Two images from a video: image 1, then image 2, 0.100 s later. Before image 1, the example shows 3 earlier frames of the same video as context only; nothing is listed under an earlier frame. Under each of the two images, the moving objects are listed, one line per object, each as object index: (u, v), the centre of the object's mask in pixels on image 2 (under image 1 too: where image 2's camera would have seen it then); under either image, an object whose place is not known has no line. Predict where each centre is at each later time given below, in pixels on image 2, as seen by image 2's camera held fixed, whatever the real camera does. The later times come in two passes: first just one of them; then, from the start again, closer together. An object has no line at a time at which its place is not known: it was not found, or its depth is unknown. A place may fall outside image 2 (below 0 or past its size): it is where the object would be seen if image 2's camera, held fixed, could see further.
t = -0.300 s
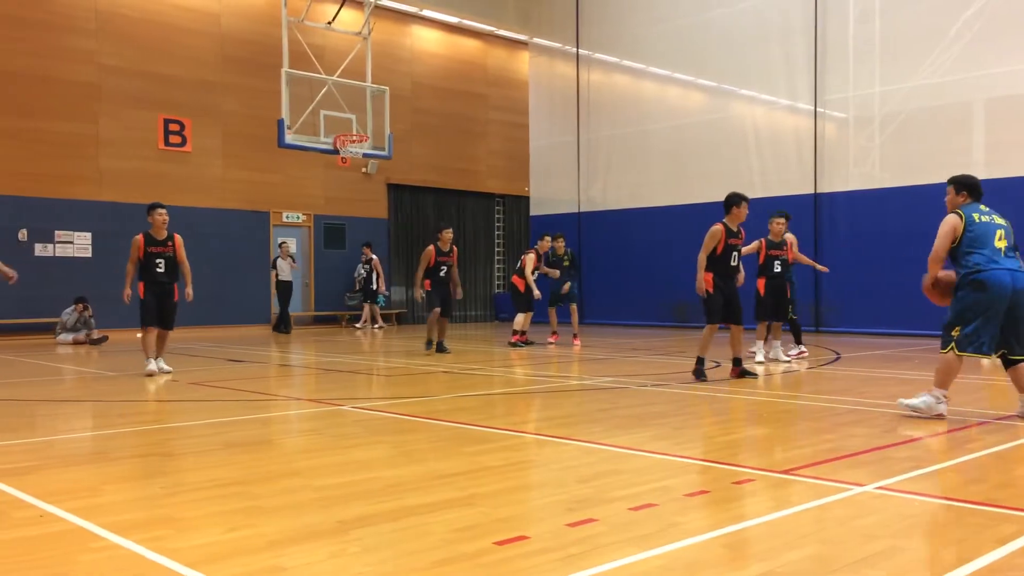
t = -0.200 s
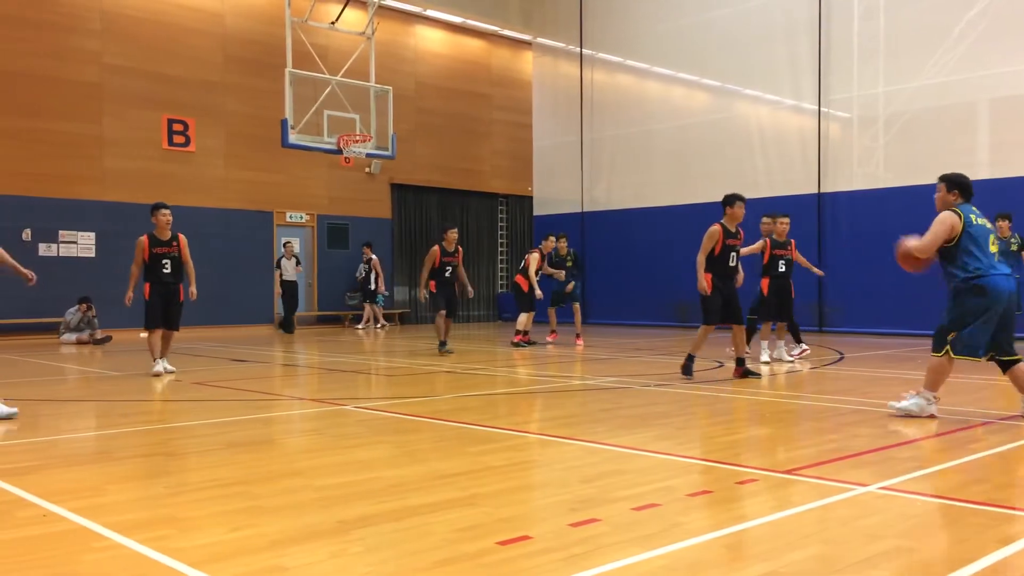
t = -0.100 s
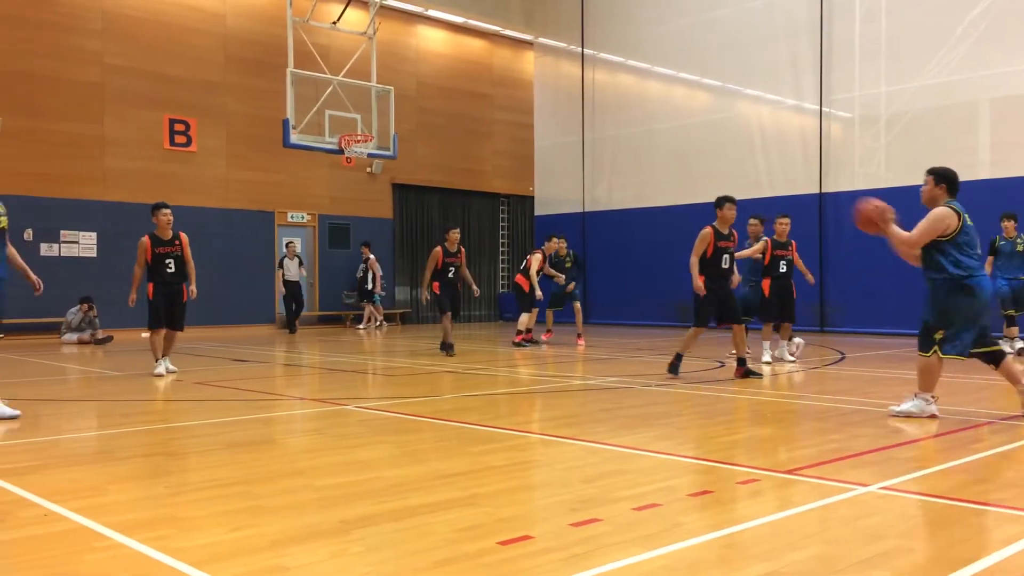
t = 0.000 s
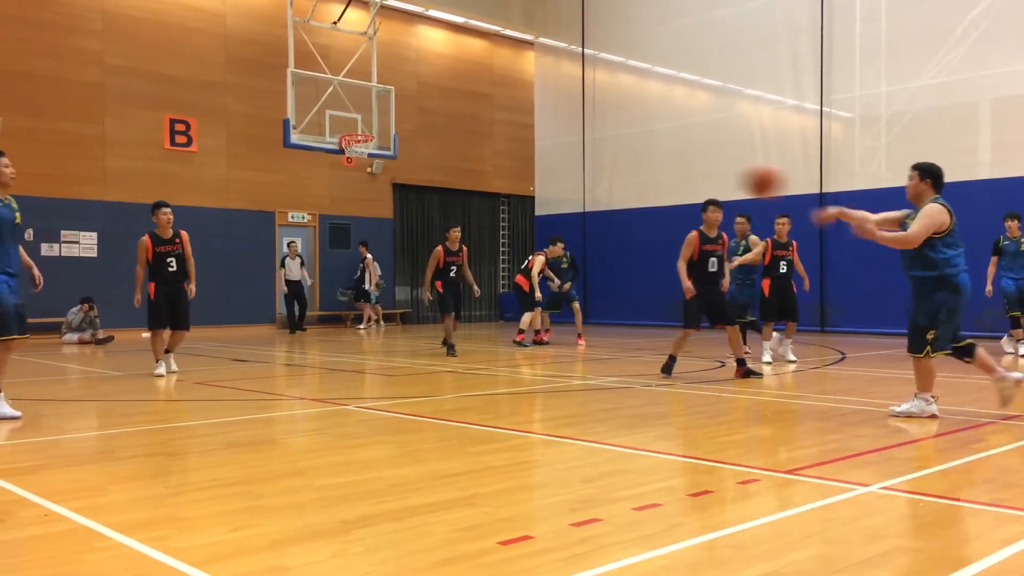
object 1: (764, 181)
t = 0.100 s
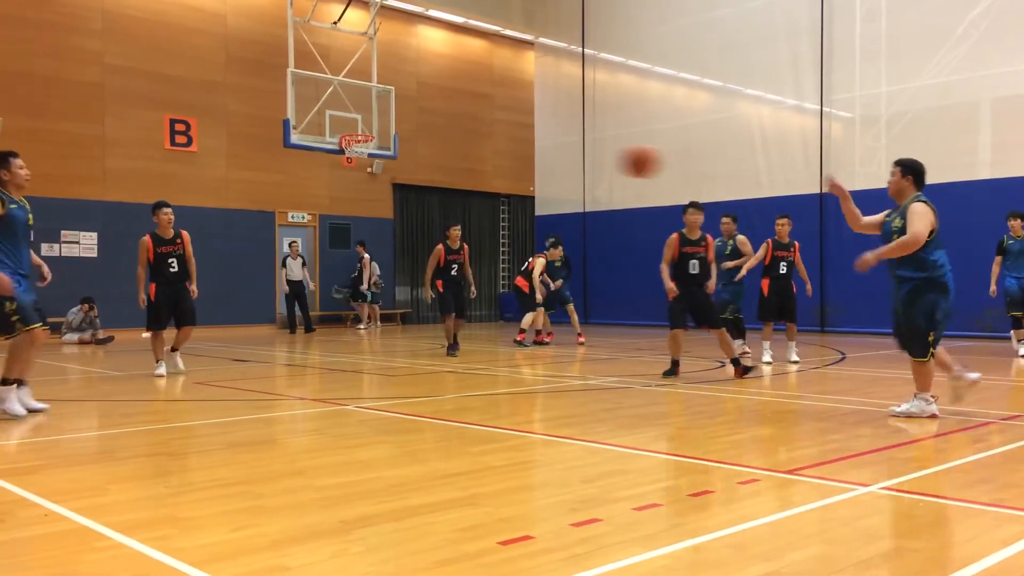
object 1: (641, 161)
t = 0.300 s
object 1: (397, 155)
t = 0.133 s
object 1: (601, 157)
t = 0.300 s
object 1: (397, 155)
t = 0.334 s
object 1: (350, 161)
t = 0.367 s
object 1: (310, 167)
